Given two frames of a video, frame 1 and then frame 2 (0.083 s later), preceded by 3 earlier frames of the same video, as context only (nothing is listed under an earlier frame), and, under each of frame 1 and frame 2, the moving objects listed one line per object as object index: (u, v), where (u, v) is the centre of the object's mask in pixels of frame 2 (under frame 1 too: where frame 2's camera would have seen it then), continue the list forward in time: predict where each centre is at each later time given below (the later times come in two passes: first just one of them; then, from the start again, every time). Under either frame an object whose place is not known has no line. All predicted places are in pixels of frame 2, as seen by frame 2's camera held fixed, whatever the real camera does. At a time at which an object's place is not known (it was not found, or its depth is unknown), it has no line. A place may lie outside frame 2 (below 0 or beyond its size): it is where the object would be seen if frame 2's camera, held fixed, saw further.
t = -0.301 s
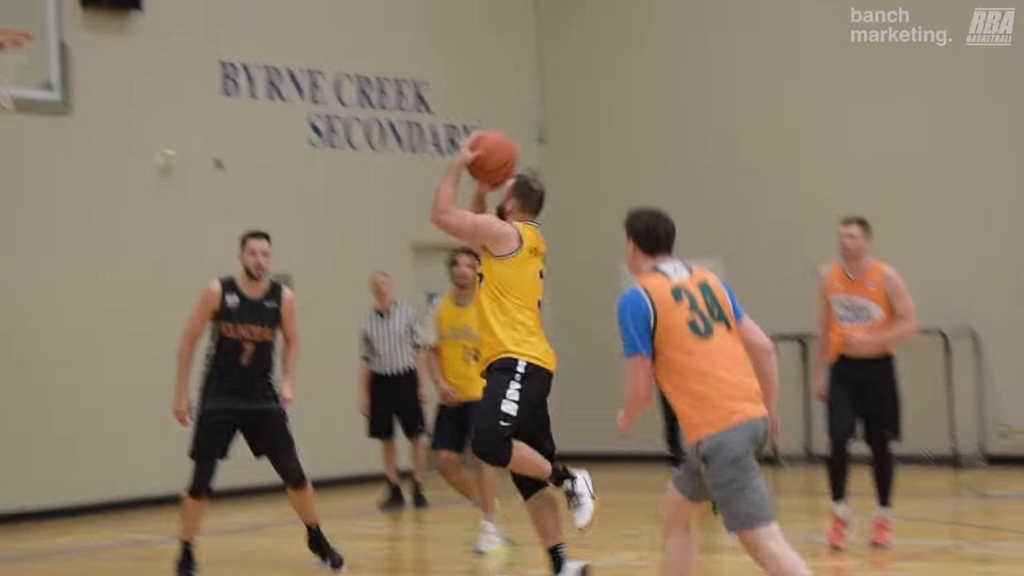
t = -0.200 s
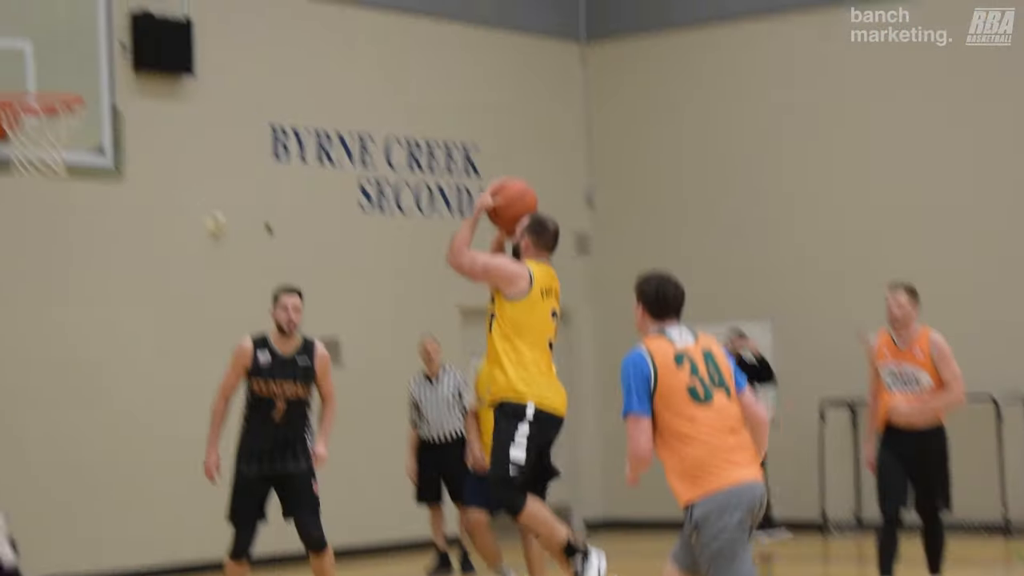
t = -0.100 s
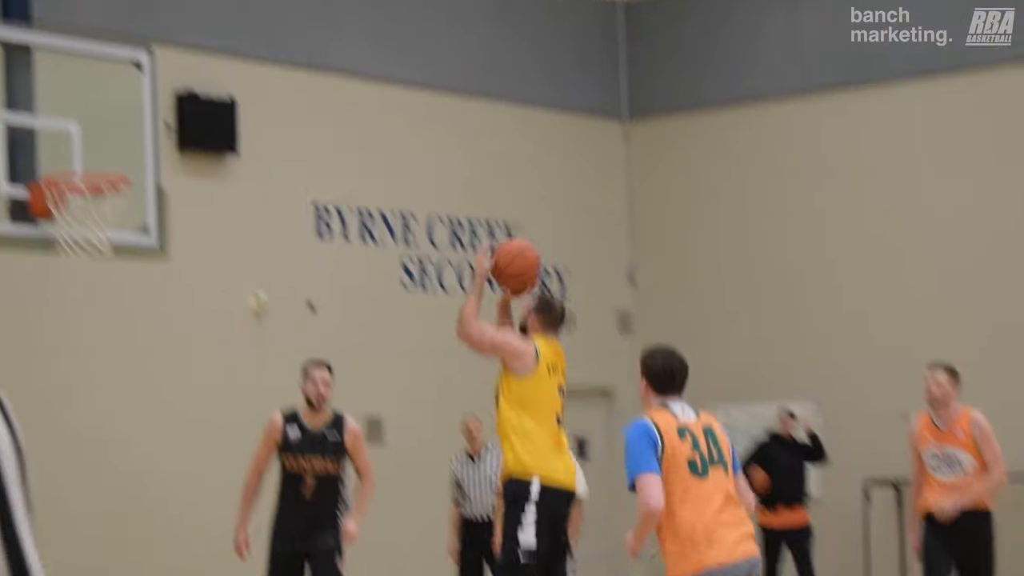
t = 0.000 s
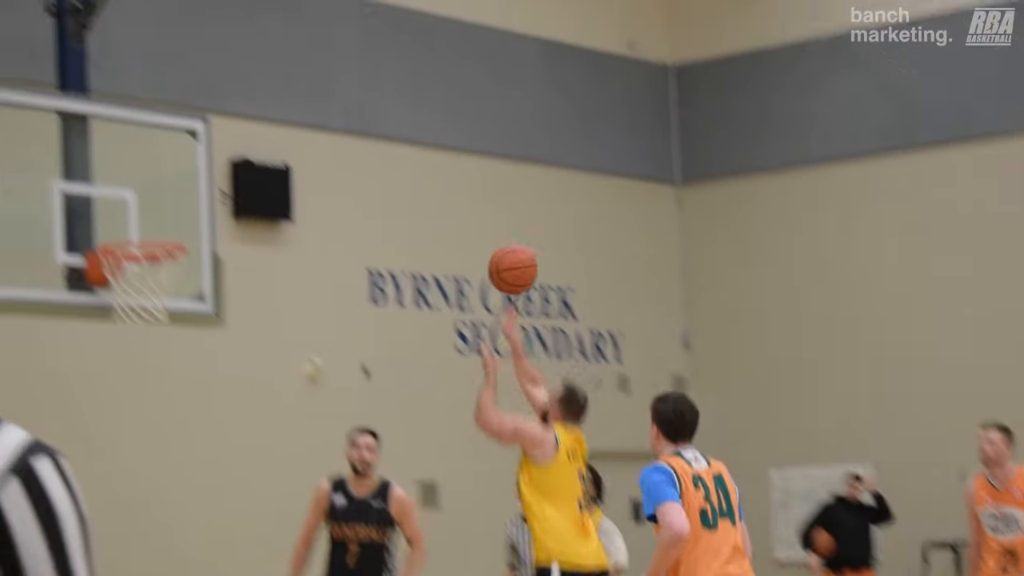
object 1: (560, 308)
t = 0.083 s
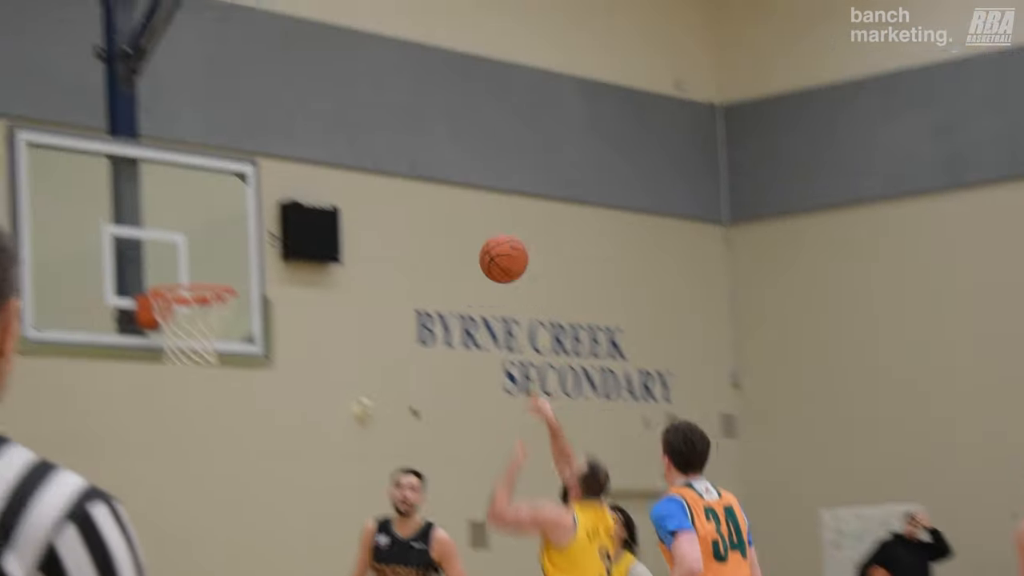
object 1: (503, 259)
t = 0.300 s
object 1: (371, 198)
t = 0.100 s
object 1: (492, 251)
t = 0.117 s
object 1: (482, 244)
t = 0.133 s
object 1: (471, 237)
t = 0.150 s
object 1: (461, 230)
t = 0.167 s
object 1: (450, 225)
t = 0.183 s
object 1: (440, 220)
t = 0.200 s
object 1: (430, 215)
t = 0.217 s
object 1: (420, 210)
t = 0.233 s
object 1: (410, 206)
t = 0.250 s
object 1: (400, 203)
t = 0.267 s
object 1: (390, 201)
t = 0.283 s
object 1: (381, 199)
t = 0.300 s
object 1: (371, 198)
